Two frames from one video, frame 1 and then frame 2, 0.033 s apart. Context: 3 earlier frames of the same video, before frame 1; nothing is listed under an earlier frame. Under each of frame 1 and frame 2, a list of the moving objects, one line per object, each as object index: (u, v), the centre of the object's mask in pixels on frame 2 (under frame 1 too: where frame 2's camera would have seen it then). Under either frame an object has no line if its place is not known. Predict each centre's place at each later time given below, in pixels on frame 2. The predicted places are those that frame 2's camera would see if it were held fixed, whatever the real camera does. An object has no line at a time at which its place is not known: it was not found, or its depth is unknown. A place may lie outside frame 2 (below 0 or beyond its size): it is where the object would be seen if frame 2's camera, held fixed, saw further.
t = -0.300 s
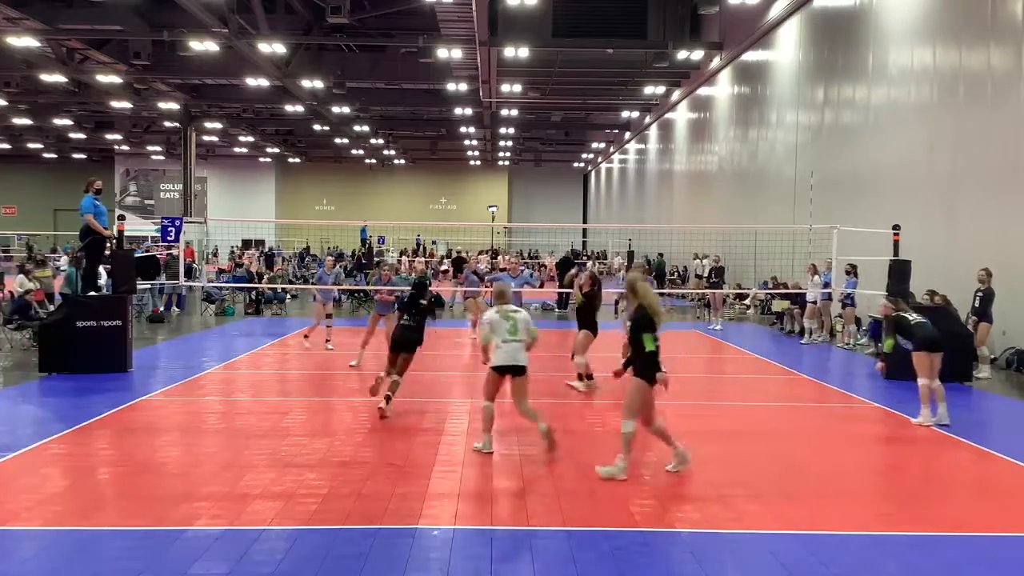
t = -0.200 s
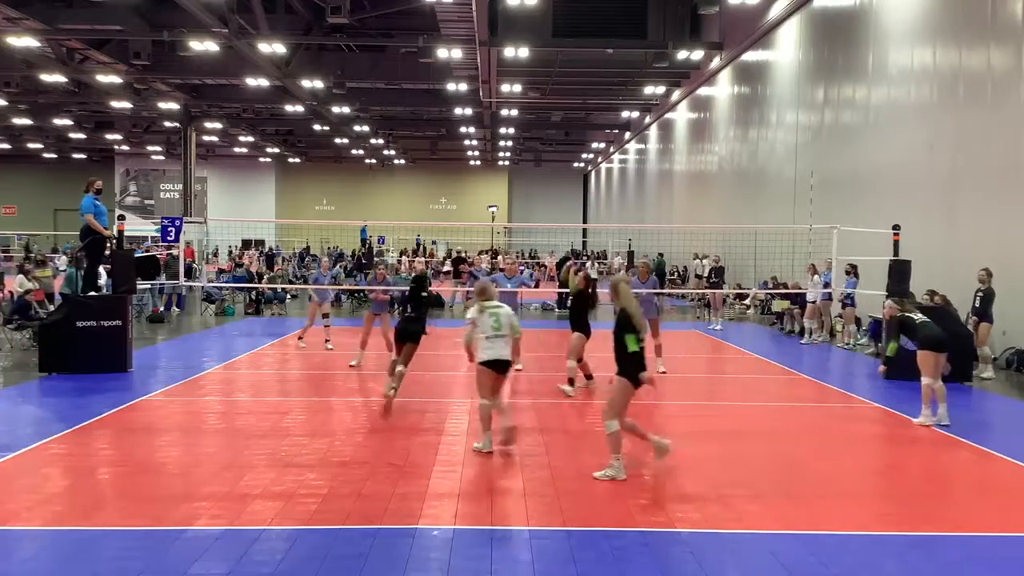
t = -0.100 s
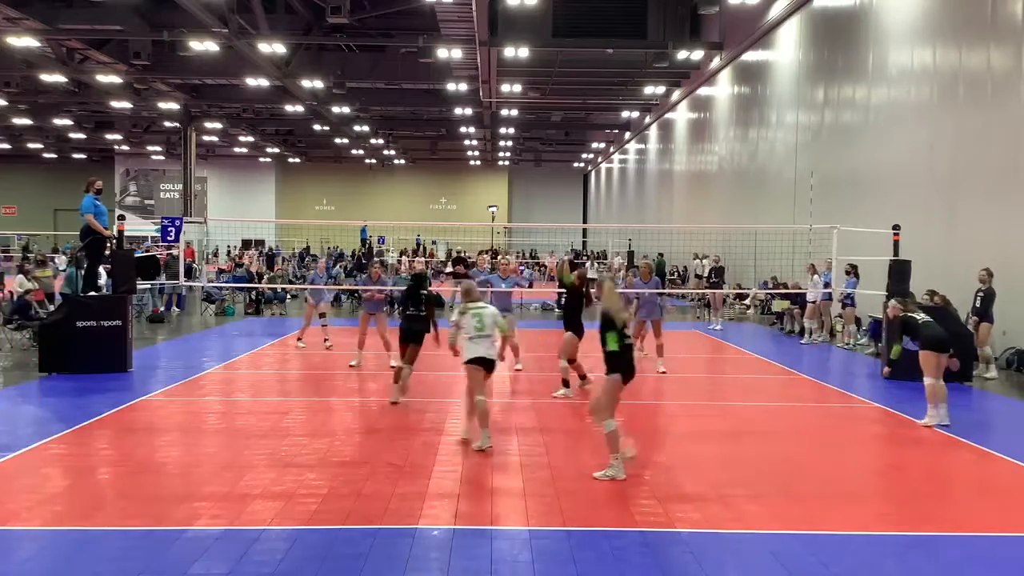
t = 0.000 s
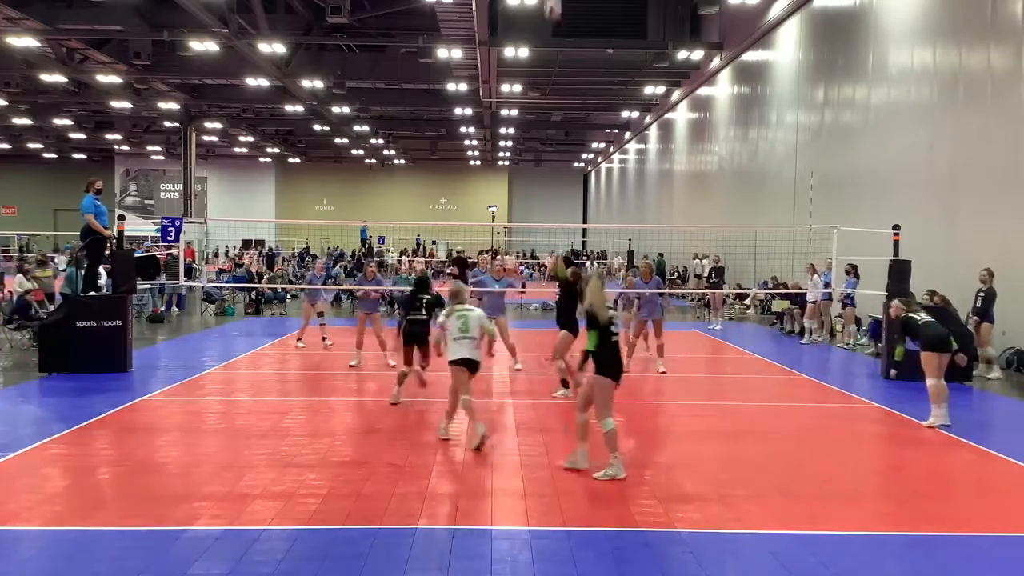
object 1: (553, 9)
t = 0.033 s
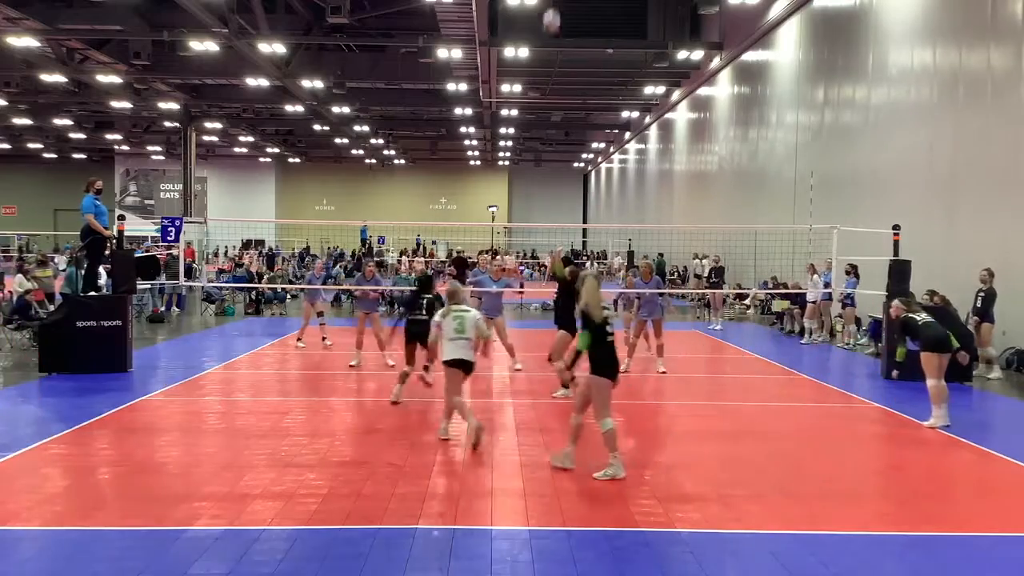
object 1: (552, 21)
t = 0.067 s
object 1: (550, 35)
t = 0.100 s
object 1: (549, 49)
